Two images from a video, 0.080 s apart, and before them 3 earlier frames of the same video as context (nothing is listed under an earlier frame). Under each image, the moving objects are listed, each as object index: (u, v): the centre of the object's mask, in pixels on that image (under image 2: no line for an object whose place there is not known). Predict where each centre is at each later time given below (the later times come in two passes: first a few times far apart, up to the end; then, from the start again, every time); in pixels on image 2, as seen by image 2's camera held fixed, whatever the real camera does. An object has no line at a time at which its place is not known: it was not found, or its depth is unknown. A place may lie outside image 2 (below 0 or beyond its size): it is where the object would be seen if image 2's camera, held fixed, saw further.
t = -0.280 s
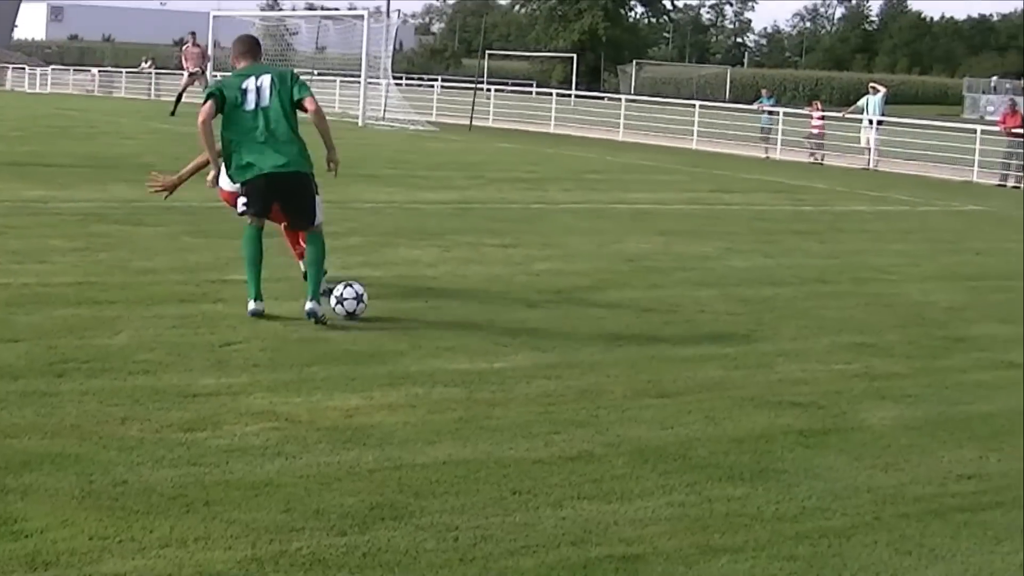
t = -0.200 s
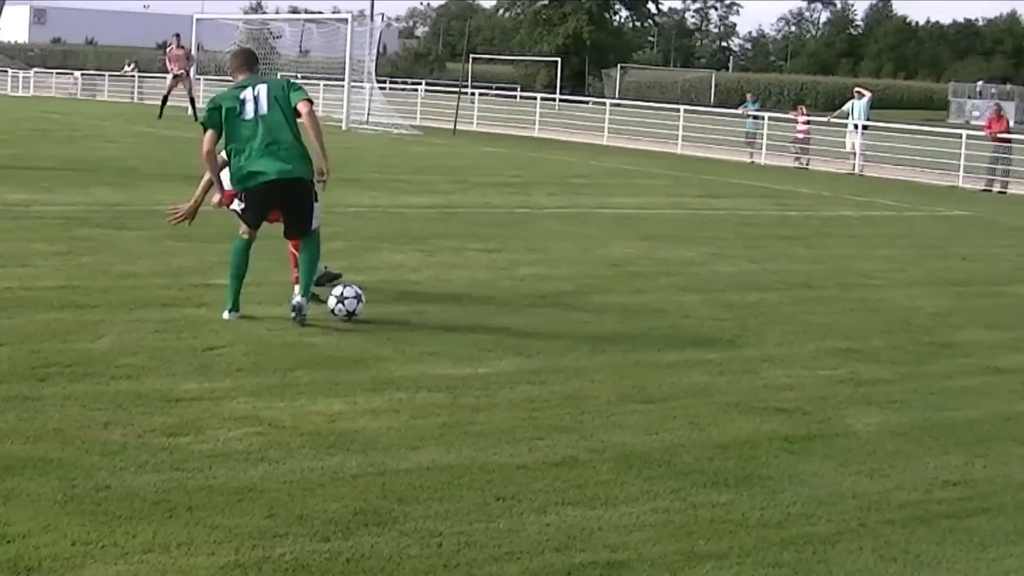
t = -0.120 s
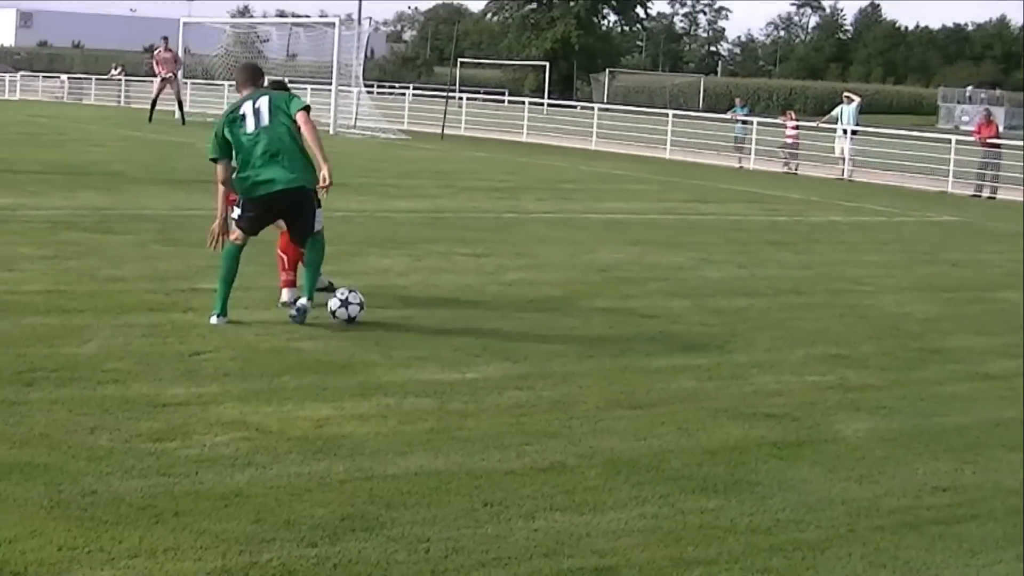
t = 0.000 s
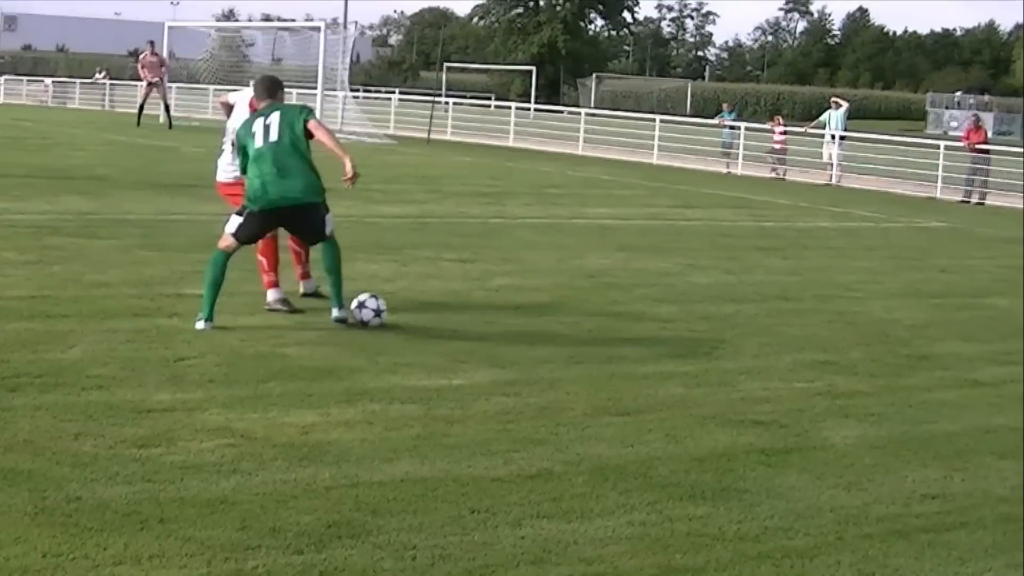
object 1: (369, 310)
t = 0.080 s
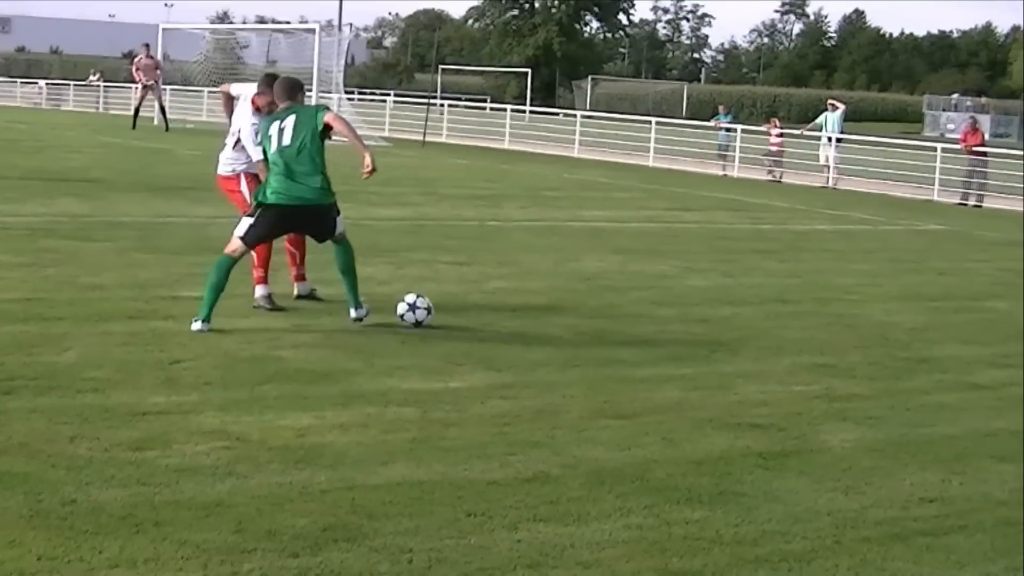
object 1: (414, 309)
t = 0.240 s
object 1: (508, 307)
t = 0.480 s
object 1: (618, 301)
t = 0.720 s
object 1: (707, 295)
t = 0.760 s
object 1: (719, 294)
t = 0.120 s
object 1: (439, 309)
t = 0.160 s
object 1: (462, 308)
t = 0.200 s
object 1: (485, 307)
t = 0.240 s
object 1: (508, 307)
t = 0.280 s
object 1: (528, 307)
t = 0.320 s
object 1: (548, 306)
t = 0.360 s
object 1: (566, 304)
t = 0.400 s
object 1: (584, 303)
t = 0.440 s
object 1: (601, 302)
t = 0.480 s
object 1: (618, 301)
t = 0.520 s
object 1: (634, 300)
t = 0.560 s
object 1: (650, 300)
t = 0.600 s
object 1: (666, 299)
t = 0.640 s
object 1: (680, 298)
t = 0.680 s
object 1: (694, 297)
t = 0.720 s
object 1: (707, 295)
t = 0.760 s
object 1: (719, 294)
